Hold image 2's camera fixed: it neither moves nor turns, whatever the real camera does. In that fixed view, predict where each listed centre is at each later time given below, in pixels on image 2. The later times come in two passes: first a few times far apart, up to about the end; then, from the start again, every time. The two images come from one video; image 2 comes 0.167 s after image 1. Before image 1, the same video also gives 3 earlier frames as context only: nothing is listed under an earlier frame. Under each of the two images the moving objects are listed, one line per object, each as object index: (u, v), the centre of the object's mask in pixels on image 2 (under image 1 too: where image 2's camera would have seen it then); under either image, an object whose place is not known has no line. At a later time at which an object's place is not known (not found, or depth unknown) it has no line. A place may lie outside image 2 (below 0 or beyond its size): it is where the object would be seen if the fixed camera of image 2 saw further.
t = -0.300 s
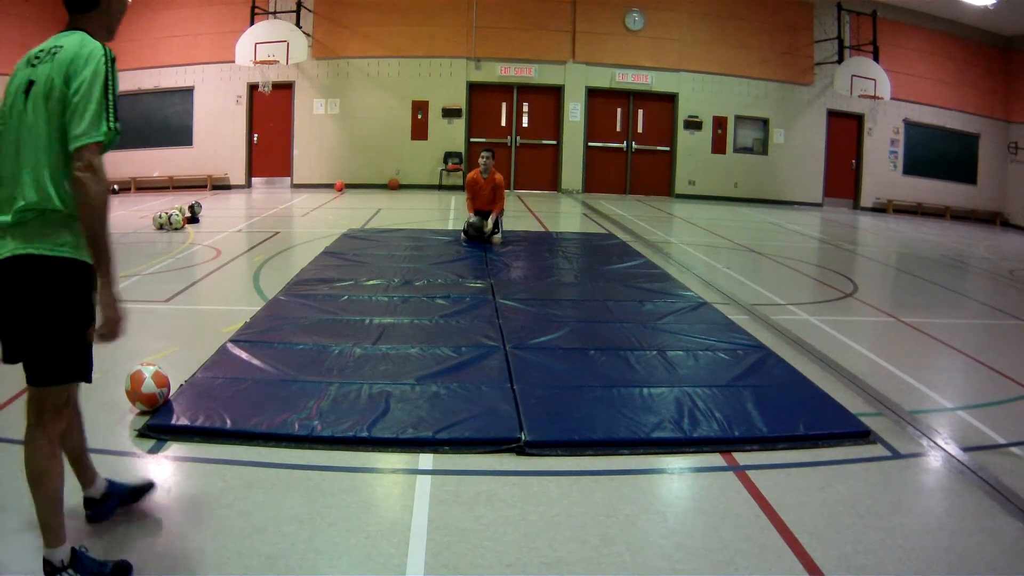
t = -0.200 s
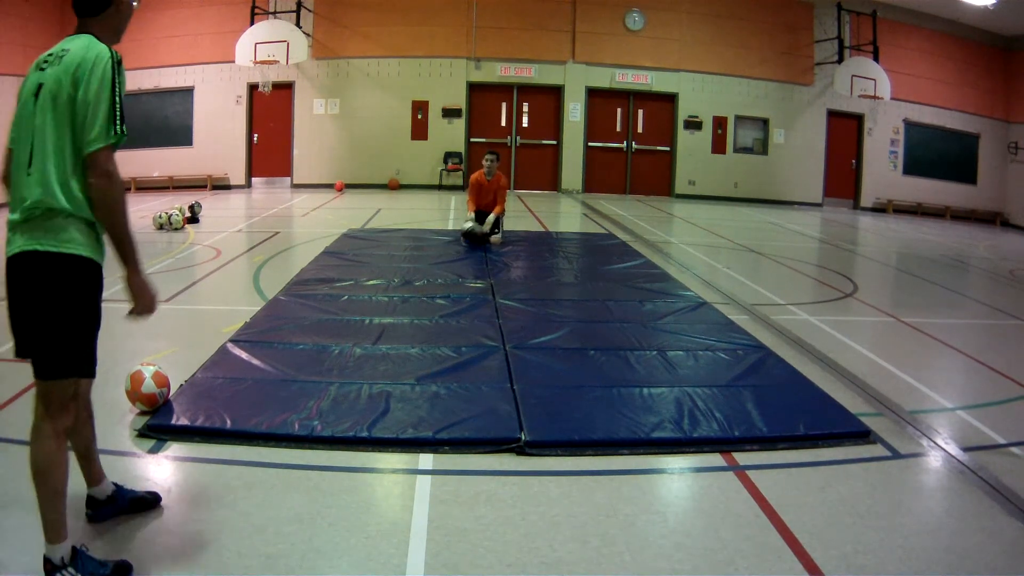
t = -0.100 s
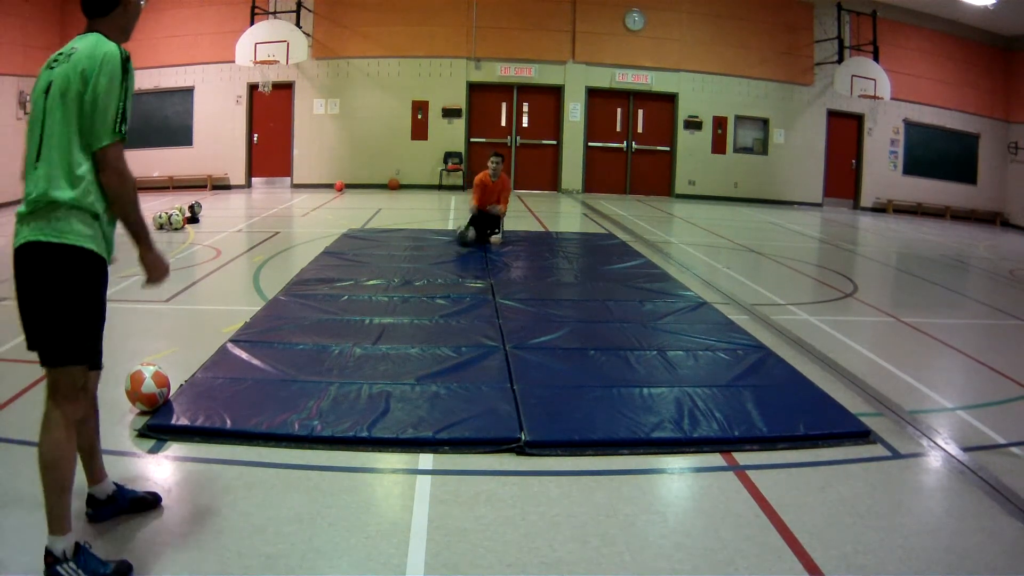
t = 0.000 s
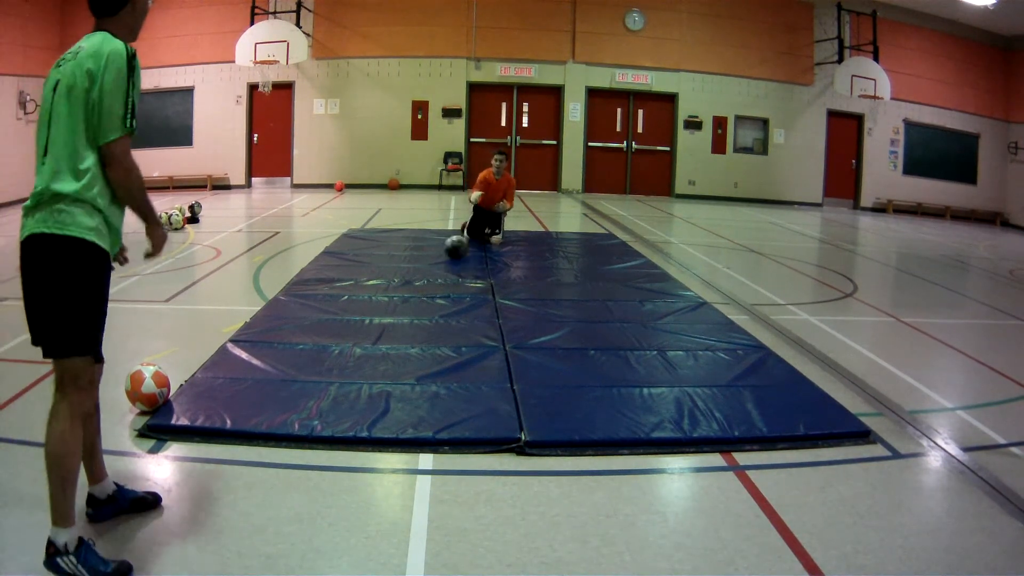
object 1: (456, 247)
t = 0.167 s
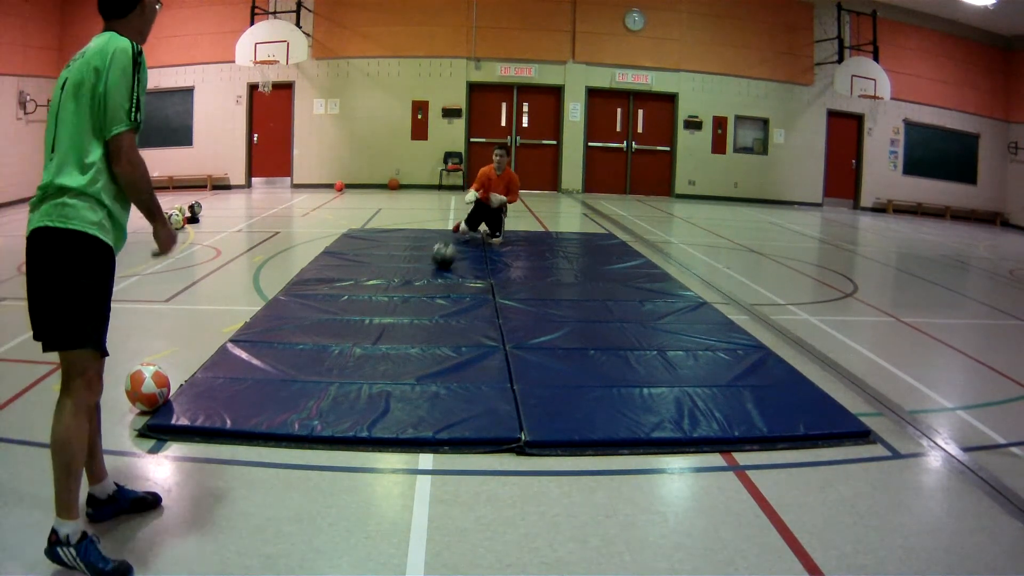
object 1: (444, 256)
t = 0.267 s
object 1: (435, 260)
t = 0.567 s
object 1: (404, 278)
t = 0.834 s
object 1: (372, 297)
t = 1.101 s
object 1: (332, 320)
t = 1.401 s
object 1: (280, 350)
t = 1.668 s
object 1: (226, 381)
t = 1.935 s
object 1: (162, 428)
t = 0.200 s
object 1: (439, 257)
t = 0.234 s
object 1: (437, 258)
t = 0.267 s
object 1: (435, 260)
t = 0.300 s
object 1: (432, 263)
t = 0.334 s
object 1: (428, 264)
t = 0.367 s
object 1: (425, 266)
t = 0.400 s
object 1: (421, 268)
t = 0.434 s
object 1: (418, 269)
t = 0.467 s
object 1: (415, 271)
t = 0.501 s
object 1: (412, 276)
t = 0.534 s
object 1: (408, 277)
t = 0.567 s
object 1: (404, 278)
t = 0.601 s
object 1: (399, 280)
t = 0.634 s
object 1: (396, 283)
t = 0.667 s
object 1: (393, 285)
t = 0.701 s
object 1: (389, 287)
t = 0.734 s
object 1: (384, 291)
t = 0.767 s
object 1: (380, 293)
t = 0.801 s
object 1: (376, 295)
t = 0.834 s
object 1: (372, 297)
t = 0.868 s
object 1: (366, 300)
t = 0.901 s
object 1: (362, 302)
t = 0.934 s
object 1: (358, 304)
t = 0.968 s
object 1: (353, 307)
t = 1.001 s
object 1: (347, 312)
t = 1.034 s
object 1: (342, 315)
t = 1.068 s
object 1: (337, 317)
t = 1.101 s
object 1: (332, 320)
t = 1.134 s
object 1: (327, 322)
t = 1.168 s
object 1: (321, 325)
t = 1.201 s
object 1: (315, 328)
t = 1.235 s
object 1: (310, 330)
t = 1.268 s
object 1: (305, 334)
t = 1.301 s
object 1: (299, 339)
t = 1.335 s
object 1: (292, 341)
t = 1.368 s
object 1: (286, 345)
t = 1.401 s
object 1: (280, 350)
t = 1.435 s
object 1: (275, 352)
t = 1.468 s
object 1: (268, 355)
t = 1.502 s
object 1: (260, 361)
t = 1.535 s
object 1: (254, 363)
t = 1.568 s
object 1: (248, 367)
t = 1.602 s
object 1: (241, 372)
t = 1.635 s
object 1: (234, 376)
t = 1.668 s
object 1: (226, 381)
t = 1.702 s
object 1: (218, 385)
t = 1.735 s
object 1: (211, 389)
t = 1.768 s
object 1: (202, 394)
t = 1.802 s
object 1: (195, 398)
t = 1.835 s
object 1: (187, 401)
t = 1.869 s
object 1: (179, 412)
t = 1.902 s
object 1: (171, 419)
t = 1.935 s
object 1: (162, 428)
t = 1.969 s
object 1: (154, 427)
